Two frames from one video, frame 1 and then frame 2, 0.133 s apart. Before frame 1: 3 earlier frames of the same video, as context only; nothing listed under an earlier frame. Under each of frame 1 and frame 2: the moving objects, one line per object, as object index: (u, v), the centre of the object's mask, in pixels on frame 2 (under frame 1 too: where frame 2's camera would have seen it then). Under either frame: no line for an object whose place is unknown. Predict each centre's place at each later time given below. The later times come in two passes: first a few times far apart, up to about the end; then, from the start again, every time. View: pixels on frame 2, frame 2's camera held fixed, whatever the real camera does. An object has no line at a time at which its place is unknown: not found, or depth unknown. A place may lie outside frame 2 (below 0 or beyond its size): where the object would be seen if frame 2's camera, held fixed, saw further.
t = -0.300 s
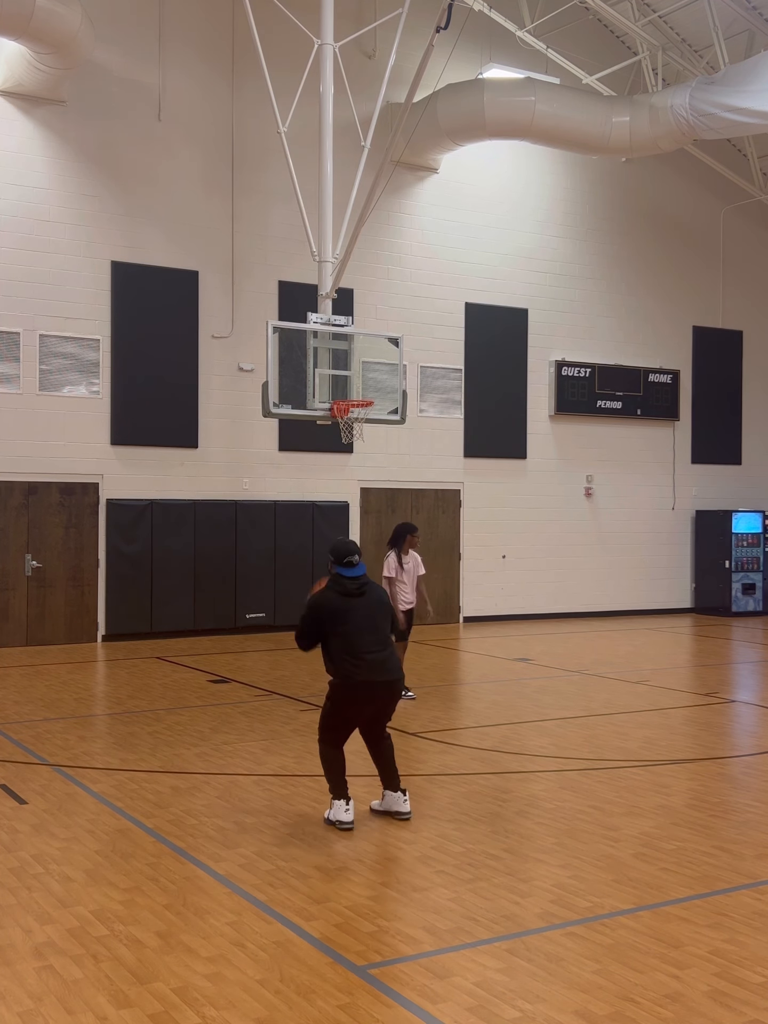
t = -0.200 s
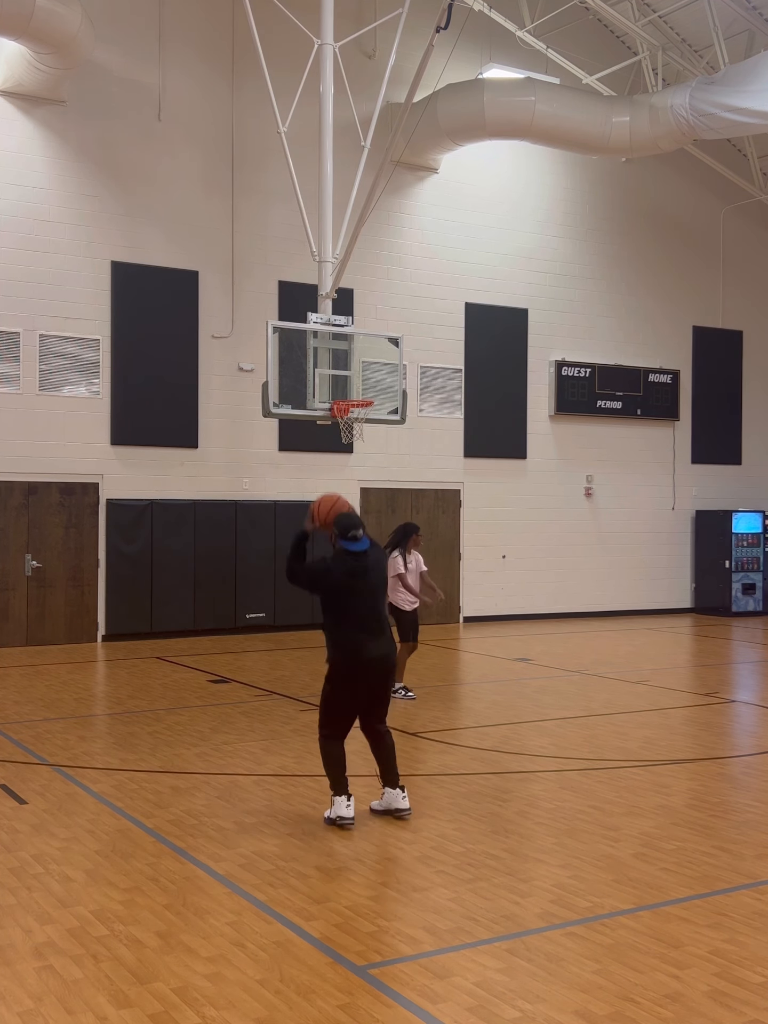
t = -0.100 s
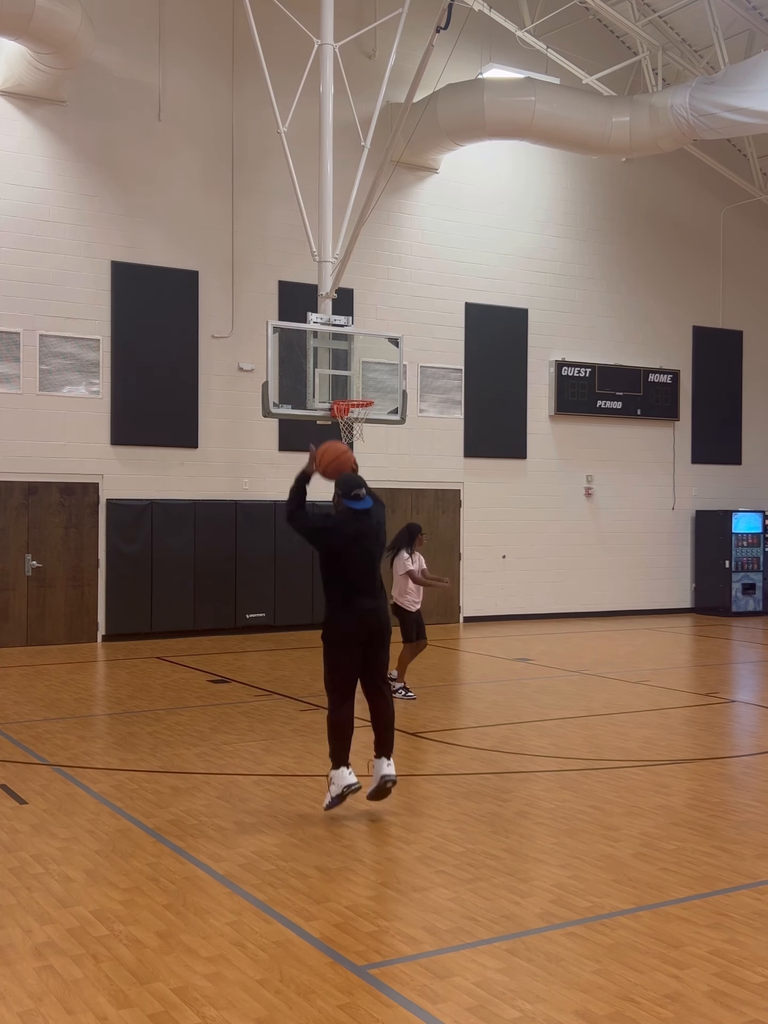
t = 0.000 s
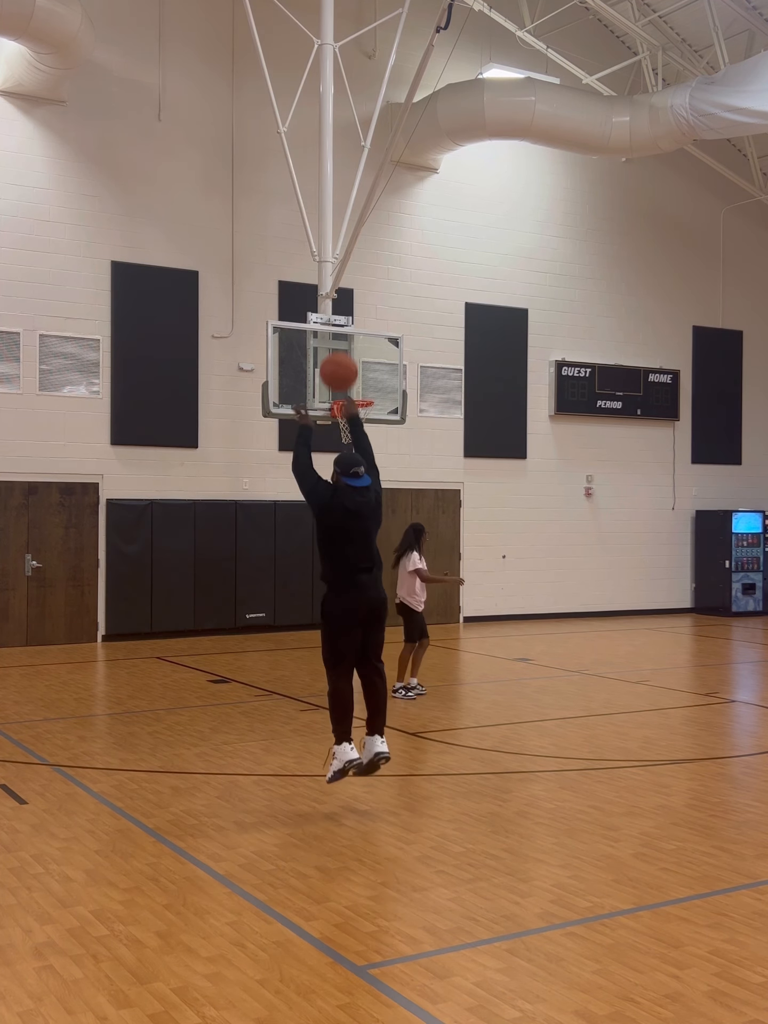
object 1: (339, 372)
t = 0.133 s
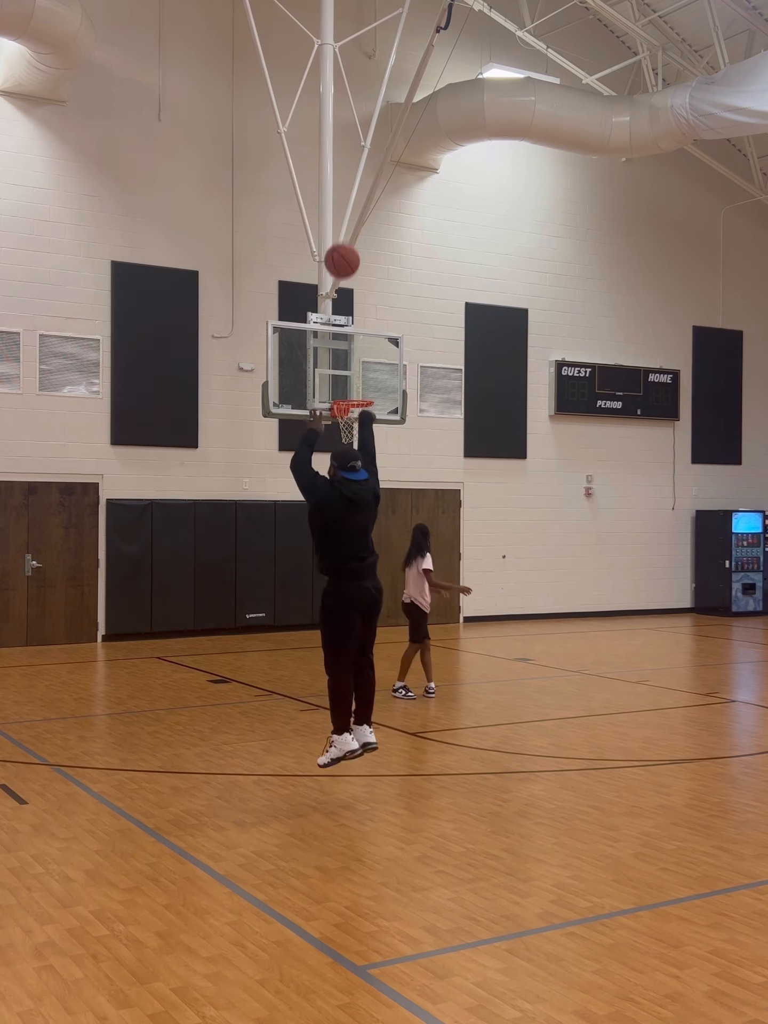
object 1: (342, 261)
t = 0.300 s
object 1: (345, 179)
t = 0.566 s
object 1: (349, 144)
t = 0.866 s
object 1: (353, 196)
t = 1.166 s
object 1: (355, 314)
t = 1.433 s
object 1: (354, 428)
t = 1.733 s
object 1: (350, 511)
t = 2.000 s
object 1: (345, 641)
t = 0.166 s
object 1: (343, 240)
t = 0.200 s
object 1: (344, 222)
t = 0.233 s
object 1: (344, 205)
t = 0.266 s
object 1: (344, 192)
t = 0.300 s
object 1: (345, 179)
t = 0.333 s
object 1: (345, 169)
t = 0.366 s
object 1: (346, 161)
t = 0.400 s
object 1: (346, 154)
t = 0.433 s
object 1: (347, 150)
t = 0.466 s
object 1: (348, 146)
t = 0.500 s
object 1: (348, 144)
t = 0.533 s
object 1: (349, 143)
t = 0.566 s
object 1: (349, 144)
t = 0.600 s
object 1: (350, 146)
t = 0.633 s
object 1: (350, 149)
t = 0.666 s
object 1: (351, 153)
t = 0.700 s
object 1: (351, 157)
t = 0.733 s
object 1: (352, 164)
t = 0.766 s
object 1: (352, 171)
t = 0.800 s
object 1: (353, 179)
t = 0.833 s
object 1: (353, 187)
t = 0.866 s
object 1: (353, 196)
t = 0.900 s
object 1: (354, 207)
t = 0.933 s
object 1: (354, 218)
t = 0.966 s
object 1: (354, 230)
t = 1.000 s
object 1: (354, 243)
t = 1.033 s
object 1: (355, 256)
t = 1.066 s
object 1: (355, 270)
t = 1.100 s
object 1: (355, 284)
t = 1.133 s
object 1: (355, 299)
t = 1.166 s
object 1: (355, 314)
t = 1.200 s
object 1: (356, 331)
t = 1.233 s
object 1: (356, 347)
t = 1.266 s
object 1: (356, 364)
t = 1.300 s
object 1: (356, 382)
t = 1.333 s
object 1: (357, 397)
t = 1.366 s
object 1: (358, 415)
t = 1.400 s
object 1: (354, 426)
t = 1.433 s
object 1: (354, 428)
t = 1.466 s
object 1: (355, 433)
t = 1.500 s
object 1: (354, 440)
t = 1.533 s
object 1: (353, 448)
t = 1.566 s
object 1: (353, 456)
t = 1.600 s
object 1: (352, 466)
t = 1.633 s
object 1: (352, 476)
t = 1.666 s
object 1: (351, 487)
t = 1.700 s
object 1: (350, 499)
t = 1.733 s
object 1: (350, 511)
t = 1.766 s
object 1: (349, 525)
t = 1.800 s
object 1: (349, 539)
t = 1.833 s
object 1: (348, 554)
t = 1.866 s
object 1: (348, 569)
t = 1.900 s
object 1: (347, 586)
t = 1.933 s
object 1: (346, 603)
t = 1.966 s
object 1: (346, 622)
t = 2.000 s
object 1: (345, 641)
